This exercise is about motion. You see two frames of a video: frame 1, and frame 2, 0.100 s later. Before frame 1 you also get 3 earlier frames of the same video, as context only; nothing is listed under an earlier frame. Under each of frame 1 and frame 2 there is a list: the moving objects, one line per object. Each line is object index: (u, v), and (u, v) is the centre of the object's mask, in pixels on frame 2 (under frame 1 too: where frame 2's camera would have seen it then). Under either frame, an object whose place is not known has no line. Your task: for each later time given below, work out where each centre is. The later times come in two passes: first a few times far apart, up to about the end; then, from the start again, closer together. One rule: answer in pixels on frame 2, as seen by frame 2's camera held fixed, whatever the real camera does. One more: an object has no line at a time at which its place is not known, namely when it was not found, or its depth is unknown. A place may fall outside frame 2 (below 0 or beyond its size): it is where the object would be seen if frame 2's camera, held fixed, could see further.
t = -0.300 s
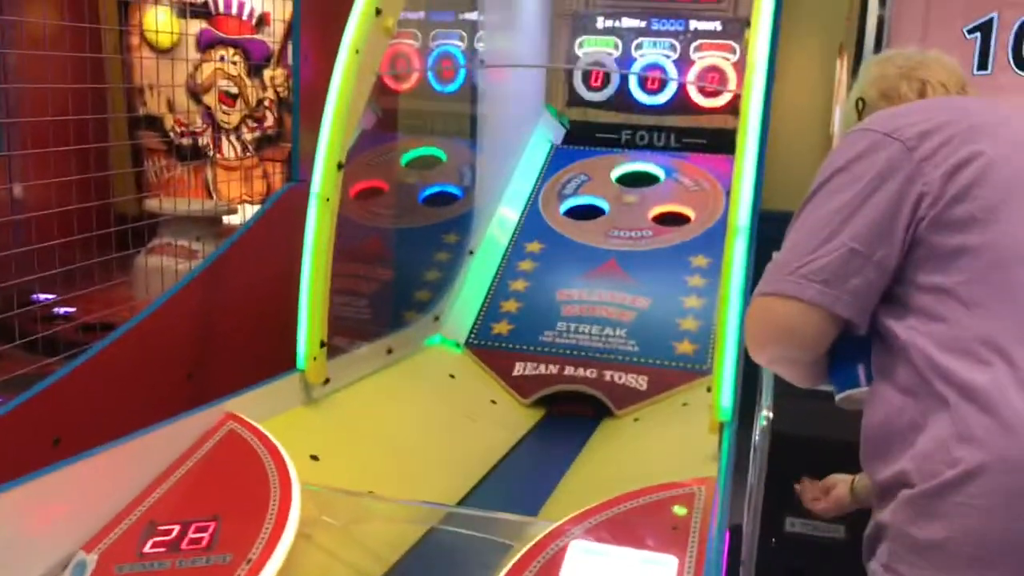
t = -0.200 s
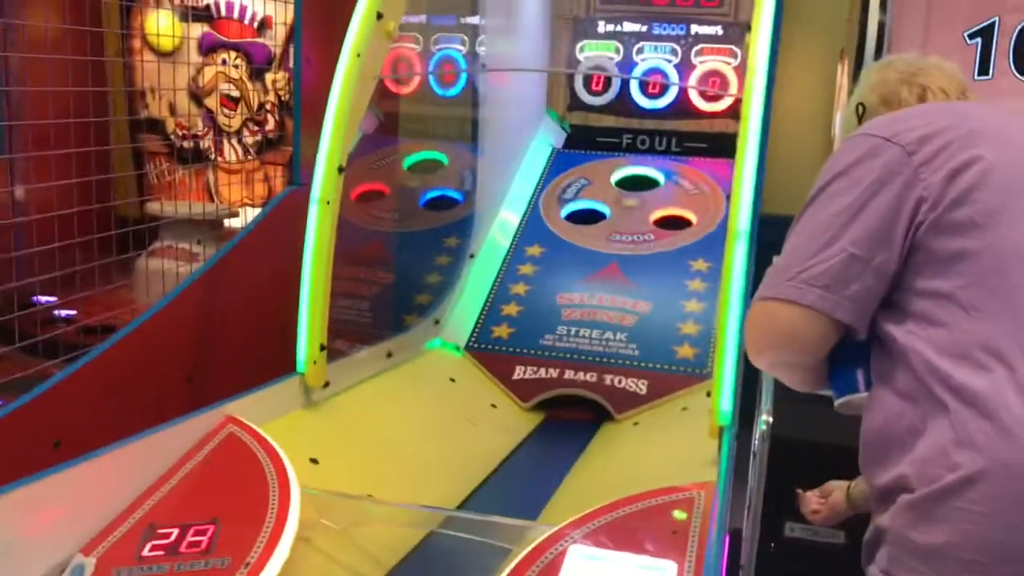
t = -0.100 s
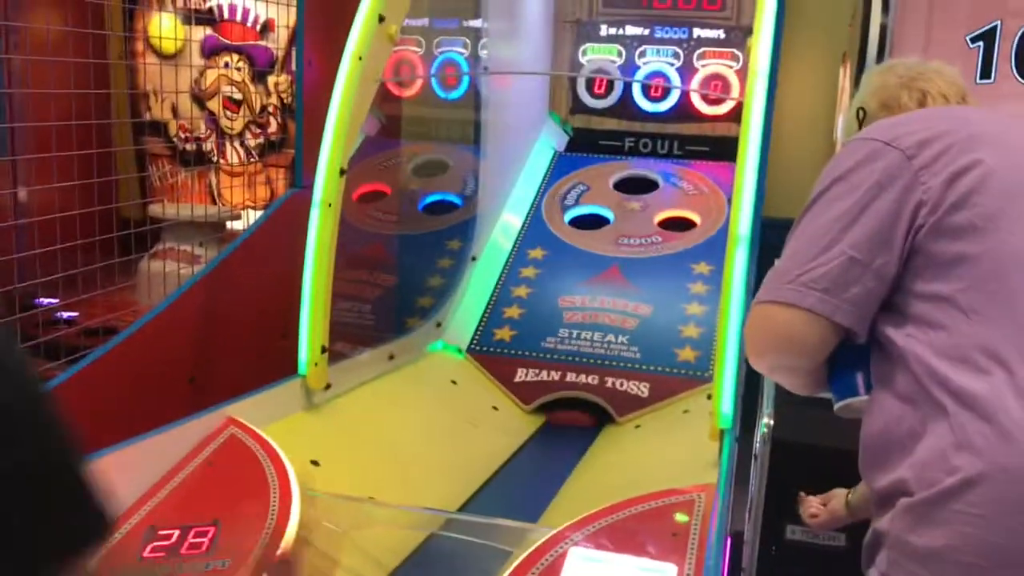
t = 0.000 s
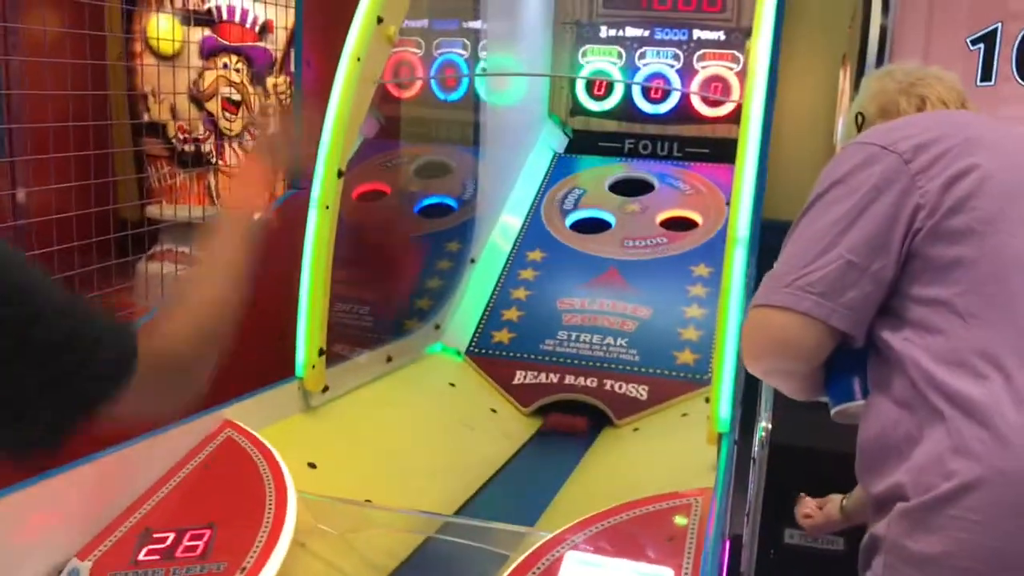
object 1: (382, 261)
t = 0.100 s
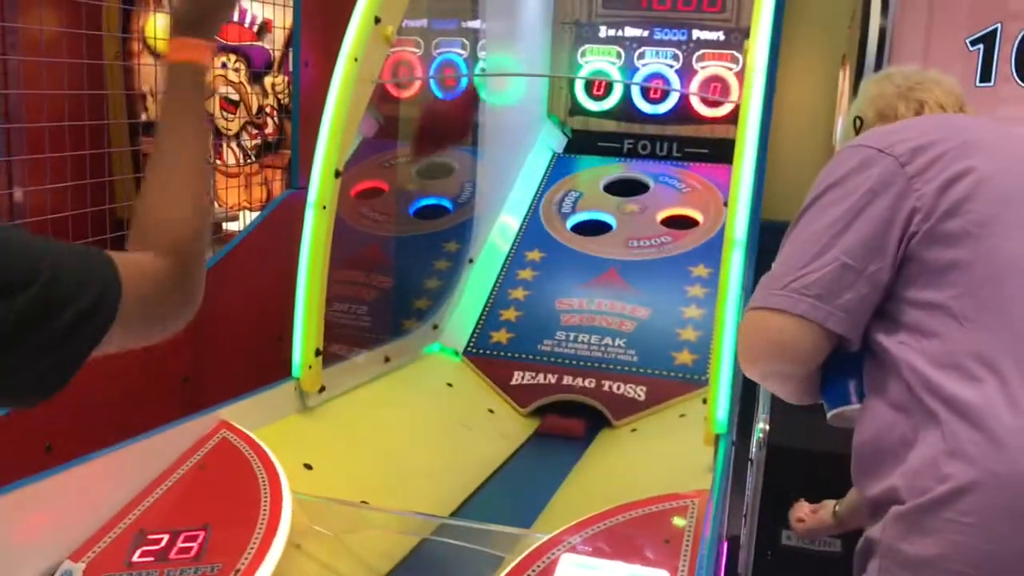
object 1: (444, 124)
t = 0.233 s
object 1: (491, 84)
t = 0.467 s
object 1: (463, 196)
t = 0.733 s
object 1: (474, 402)
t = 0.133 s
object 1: (461, 100)
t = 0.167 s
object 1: (473, 86)
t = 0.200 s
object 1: (484, 83)
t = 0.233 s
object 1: (491, 84)
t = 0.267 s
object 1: (487, 87)
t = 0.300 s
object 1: (483, 95)
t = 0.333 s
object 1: (478, 111)
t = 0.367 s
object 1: (474, 122)
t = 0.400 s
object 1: (471, 141)
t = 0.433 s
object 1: (465, 170)
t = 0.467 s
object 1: (463, 196)
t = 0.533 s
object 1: (450, 263)
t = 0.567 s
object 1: (446, 299)
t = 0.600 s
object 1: (441, 341)
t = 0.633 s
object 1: (439, 381)
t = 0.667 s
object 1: (451, 386)
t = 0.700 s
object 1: (463, 394)
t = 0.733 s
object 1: (474, 402)
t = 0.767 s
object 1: (484, 412)
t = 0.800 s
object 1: (495, 419)
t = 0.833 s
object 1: (505, 425)
